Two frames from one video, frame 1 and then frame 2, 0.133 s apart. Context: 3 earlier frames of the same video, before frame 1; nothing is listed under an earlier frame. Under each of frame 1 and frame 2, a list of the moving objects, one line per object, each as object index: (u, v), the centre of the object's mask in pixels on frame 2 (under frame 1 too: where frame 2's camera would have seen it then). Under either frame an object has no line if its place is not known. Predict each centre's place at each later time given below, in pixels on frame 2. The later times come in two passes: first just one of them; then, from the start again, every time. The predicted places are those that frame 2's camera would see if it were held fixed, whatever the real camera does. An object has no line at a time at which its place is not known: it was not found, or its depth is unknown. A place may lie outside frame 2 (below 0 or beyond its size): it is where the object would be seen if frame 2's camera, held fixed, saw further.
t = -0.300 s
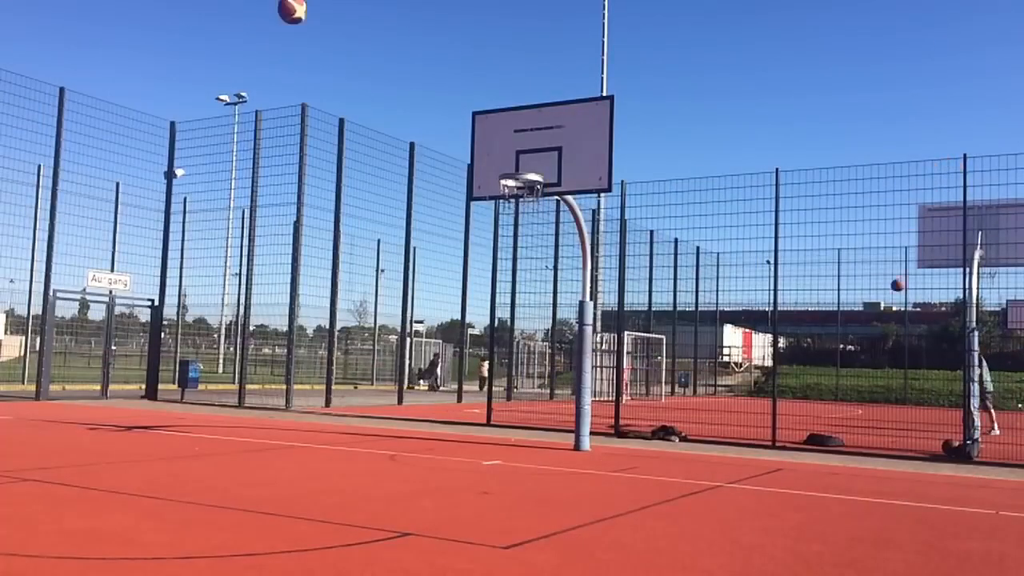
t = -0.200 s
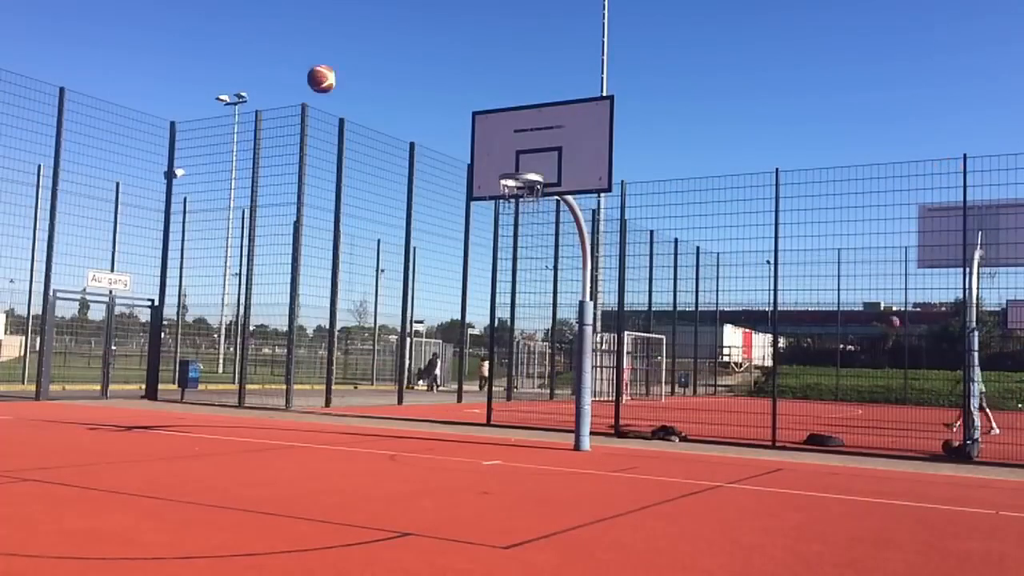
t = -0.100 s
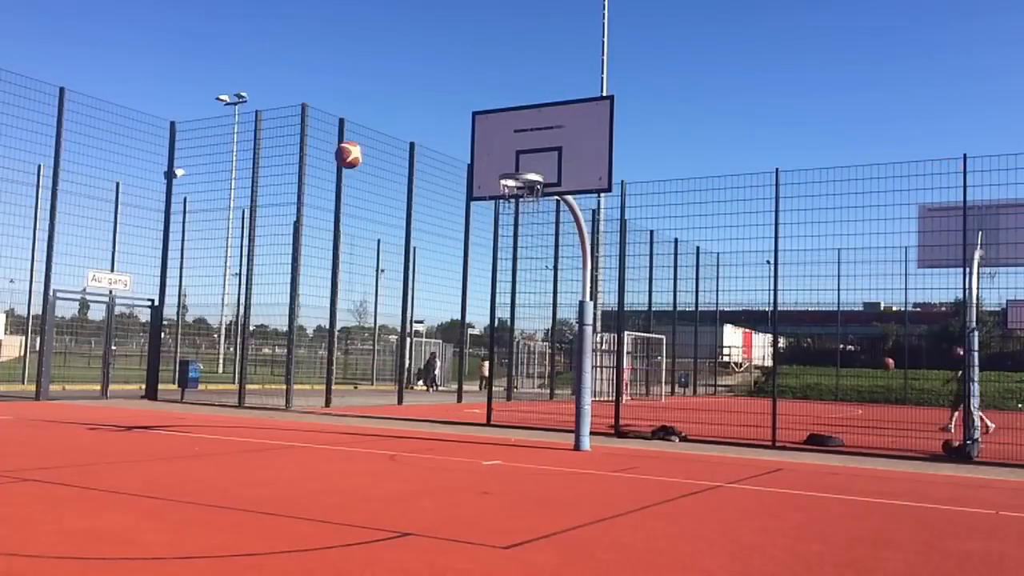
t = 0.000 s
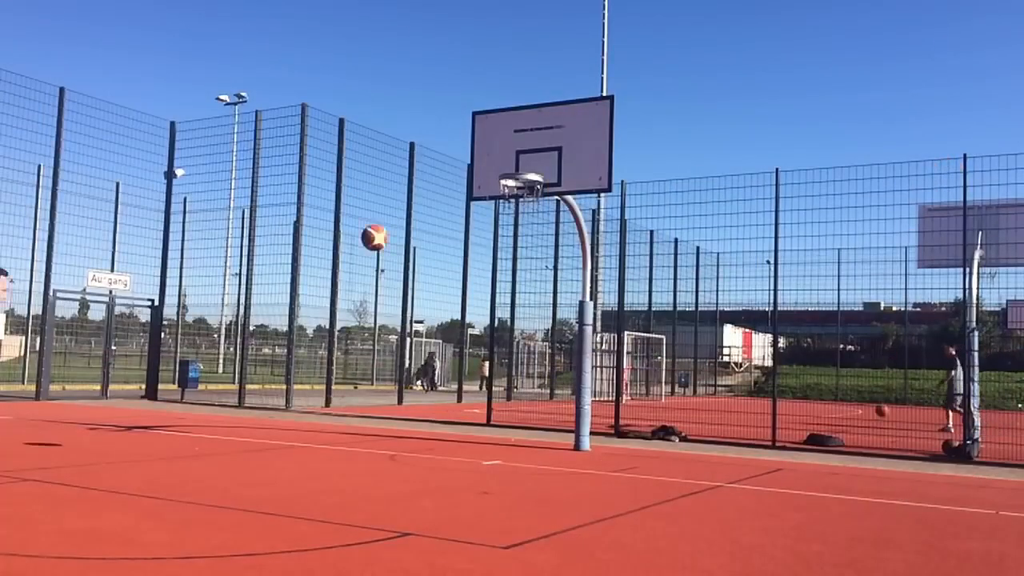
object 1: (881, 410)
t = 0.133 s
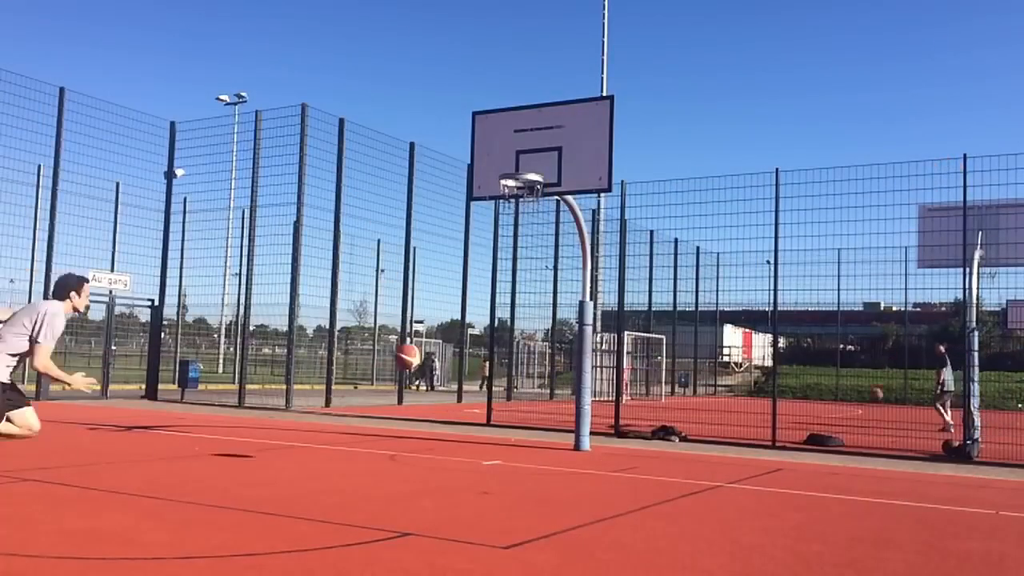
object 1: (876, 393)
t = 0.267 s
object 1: (871, 354)
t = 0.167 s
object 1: (875, 383)
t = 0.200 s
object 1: (874, 372)
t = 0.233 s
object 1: (873, 363)
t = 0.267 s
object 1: (871, 354)
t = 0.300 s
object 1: (868, 346)
